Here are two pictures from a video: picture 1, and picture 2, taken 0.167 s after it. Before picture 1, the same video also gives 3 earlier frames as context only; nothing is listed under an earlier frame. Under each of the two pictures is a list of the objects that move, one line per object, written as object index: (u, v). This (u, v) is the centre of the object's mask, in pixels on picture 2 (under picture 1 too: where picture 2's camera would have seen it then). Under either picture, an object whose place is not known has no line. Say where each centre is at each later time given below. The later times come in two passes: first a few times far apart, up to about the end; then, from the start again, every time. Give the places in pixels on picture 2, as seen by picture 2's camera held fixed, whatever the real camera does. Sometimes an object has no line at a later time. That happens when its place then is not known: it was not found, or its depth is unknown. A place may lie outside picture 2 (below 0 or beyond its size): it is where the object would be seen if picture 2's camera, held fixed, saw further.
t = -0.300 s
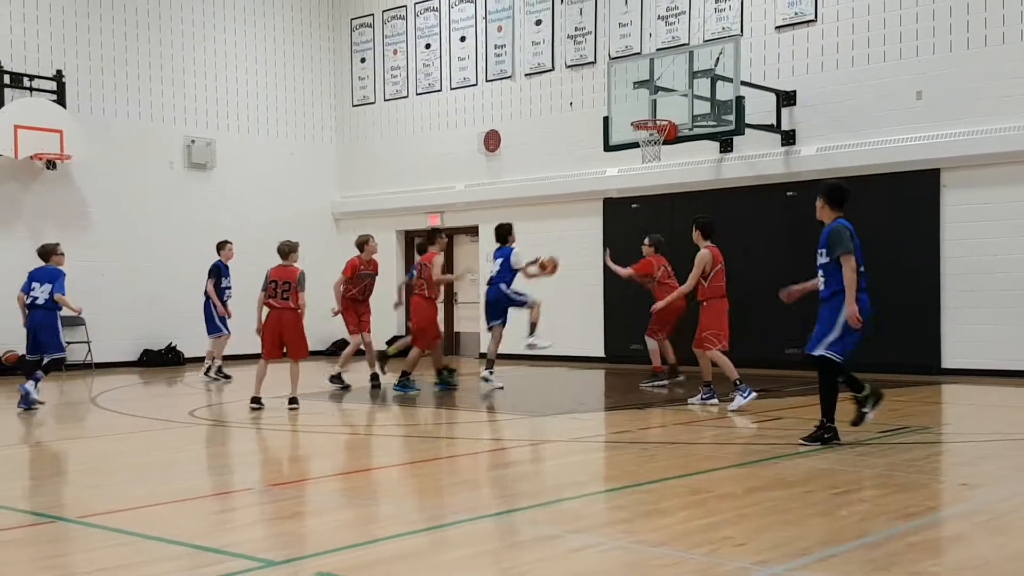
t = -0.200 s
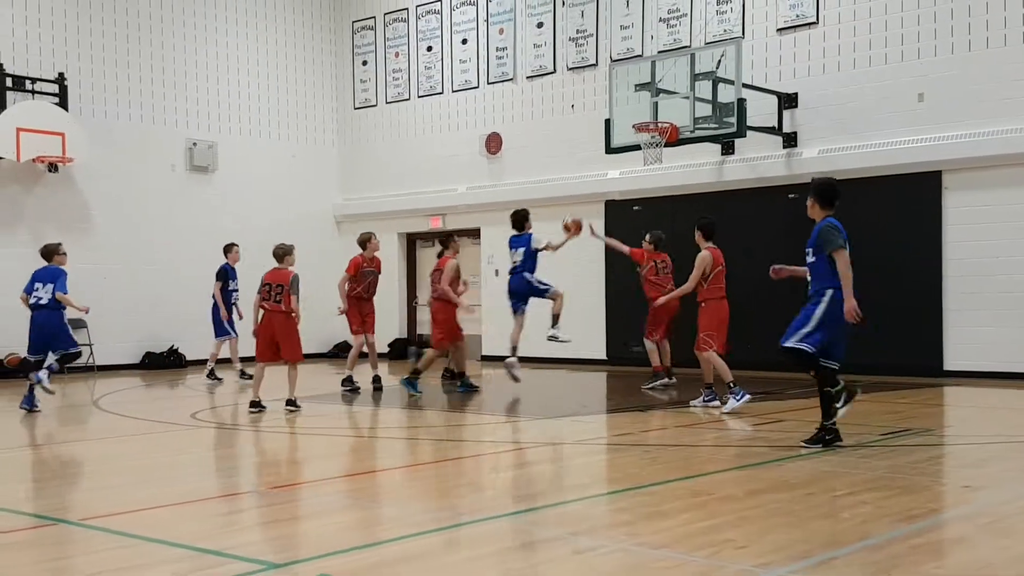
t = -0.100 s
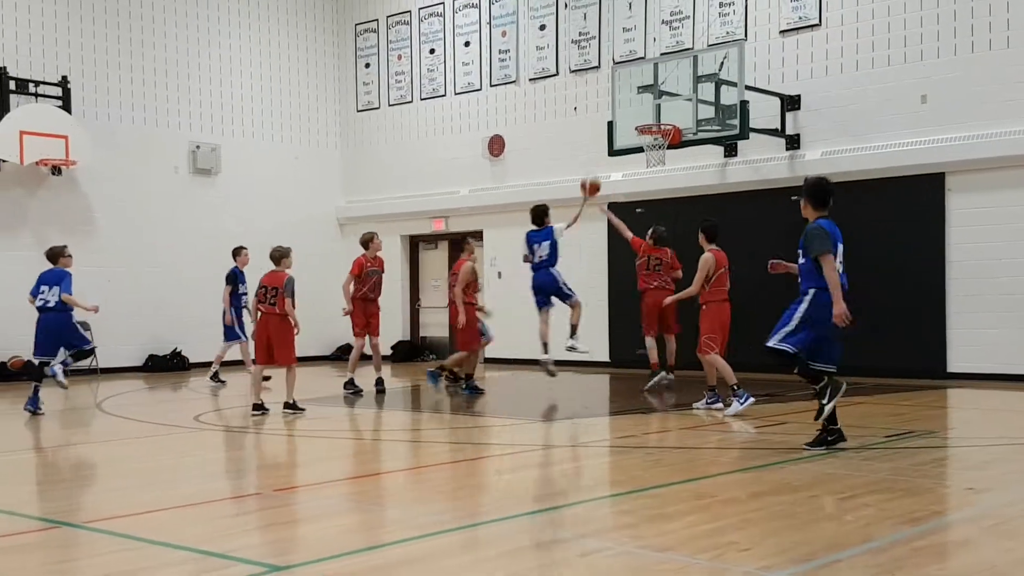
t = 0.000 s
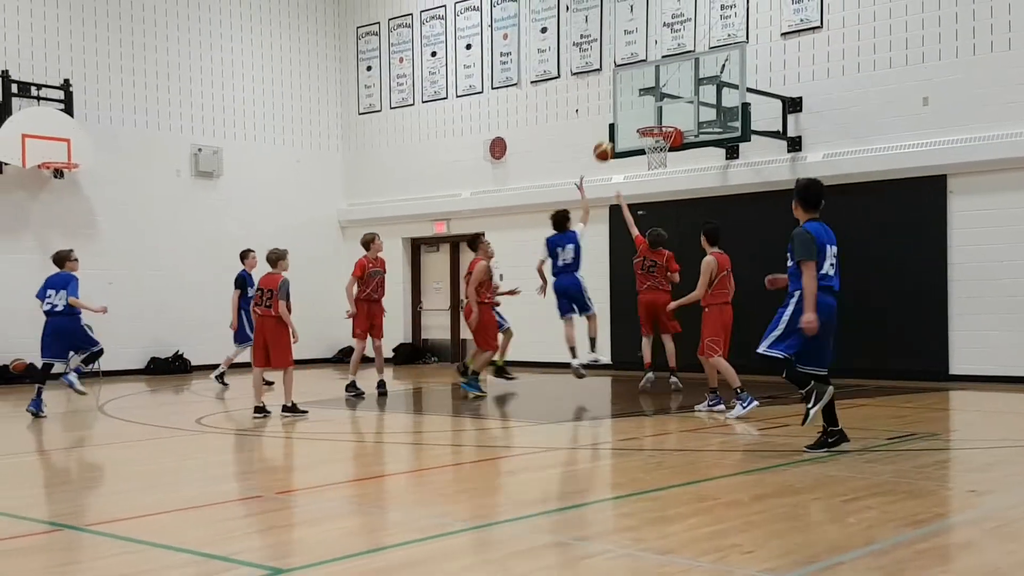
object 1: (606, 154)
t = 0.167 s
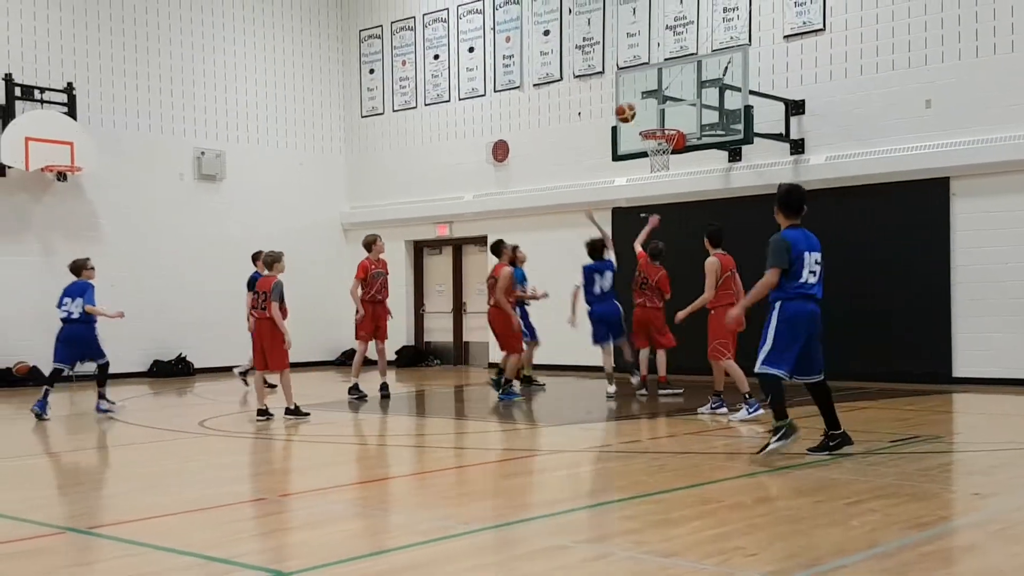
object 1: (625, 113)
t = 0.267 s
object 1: (637, 99)
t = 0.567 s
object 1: (672, 109)
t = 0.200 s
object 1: (629, 107)
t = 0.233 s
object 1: (633, 103)
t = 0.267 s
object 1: (637, 99)
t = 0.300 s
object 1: (641, 96)
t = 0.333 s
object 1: (645, 95)
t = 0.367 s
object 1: (649, 94)
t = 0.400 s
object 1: (652, 95)
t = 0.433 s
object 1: (657, 96)
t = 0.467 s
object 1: (660, 98)
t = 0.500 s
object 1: (665, 100)
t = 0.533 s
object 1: (668, 105)
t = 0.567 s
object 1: (672, 109)
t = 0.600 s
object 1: (675, 115)
